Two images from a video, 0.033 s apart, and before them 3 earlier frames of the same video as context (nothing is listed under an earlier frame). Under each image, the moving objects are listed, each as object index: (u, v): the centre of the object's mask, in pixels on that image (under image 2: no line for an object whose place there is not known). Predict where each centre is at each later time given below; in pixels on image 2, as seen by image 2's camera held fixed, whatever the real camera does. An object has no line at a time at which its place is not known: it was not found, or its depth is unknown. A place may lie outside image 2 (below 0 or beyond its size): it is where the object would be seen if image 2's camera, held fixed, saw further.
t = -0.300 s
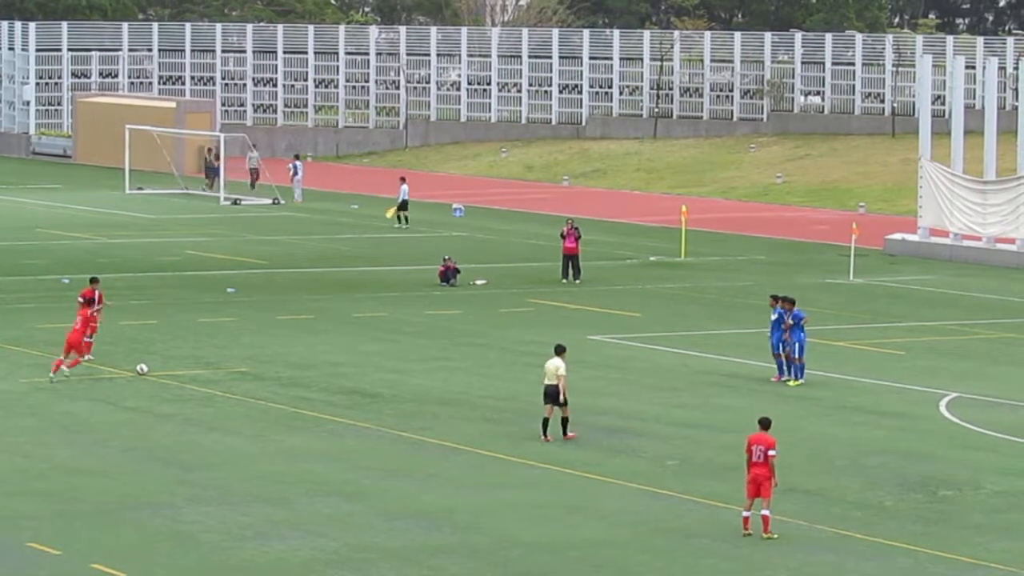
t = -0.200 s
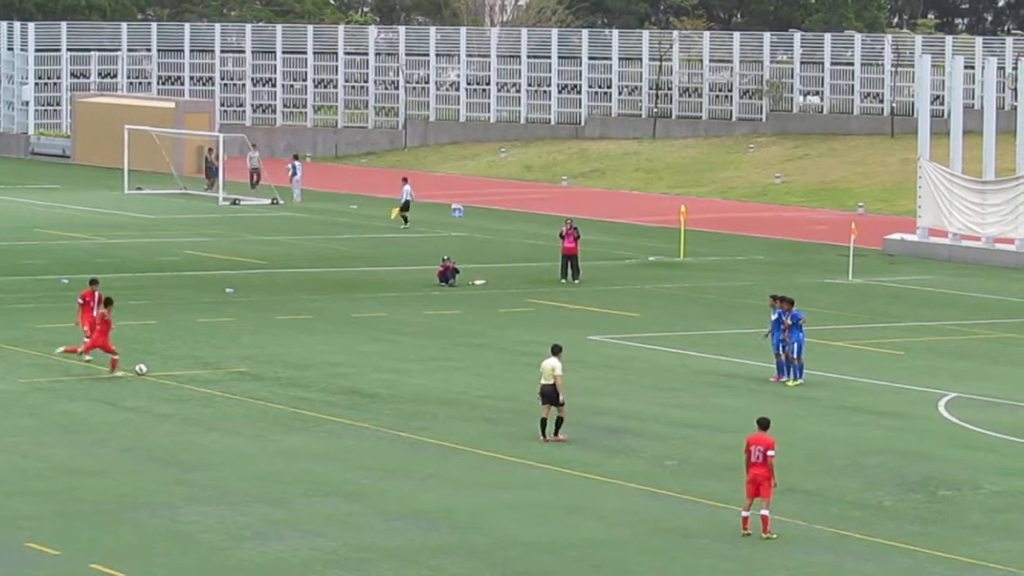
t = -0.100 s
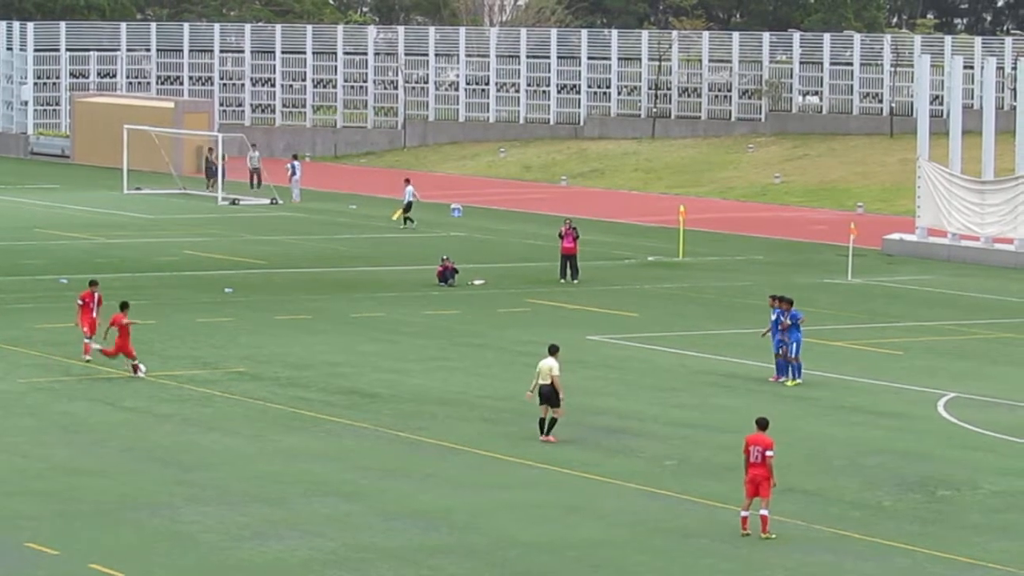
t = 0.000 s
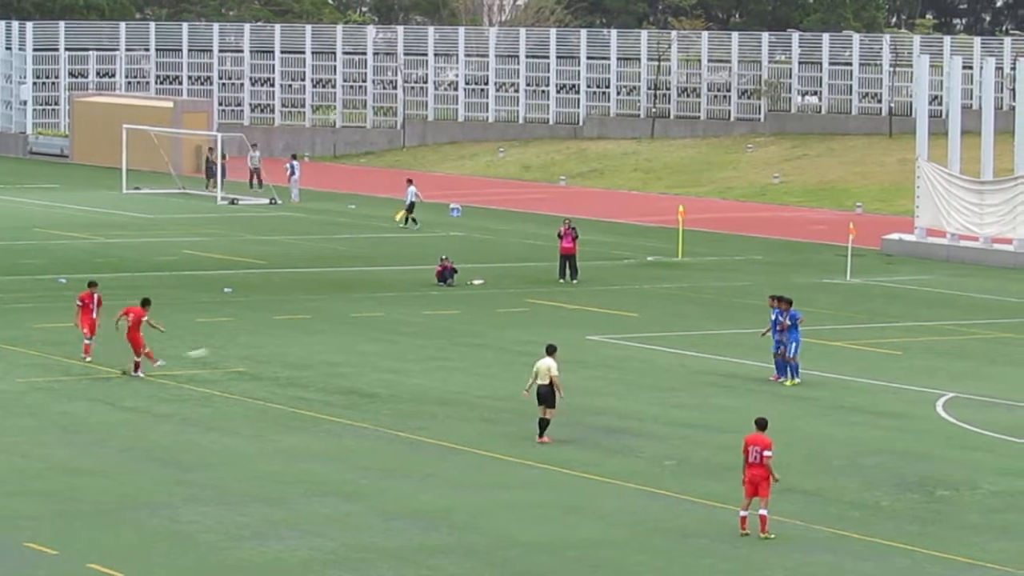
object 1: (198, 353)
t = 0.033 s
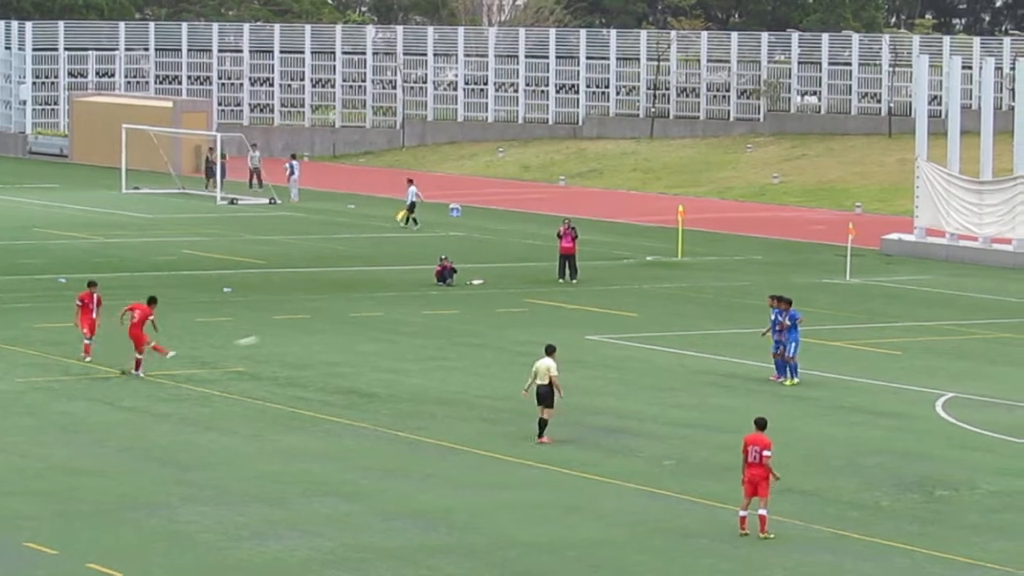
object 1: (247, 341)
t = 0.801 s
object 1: (1247, 218)
